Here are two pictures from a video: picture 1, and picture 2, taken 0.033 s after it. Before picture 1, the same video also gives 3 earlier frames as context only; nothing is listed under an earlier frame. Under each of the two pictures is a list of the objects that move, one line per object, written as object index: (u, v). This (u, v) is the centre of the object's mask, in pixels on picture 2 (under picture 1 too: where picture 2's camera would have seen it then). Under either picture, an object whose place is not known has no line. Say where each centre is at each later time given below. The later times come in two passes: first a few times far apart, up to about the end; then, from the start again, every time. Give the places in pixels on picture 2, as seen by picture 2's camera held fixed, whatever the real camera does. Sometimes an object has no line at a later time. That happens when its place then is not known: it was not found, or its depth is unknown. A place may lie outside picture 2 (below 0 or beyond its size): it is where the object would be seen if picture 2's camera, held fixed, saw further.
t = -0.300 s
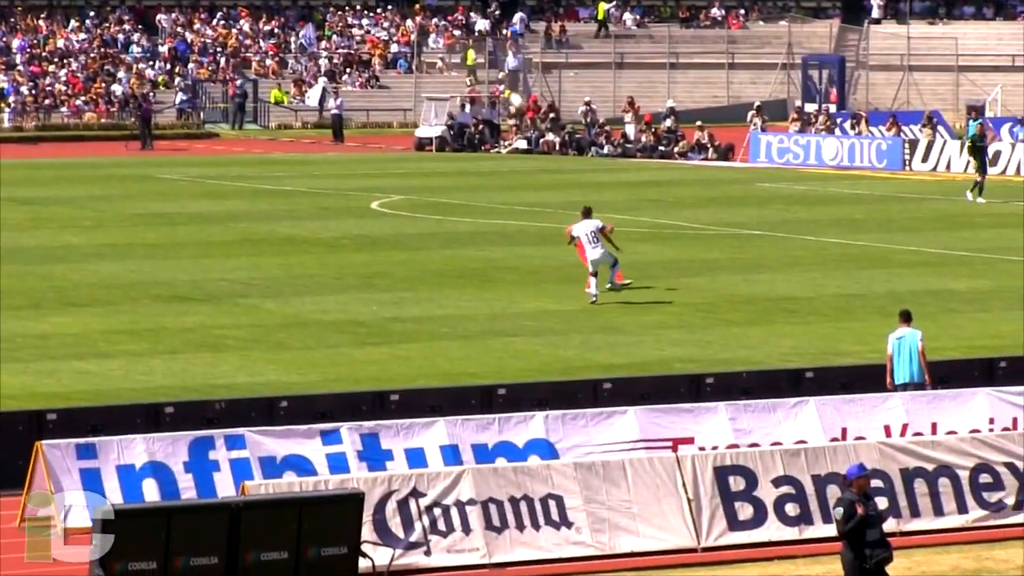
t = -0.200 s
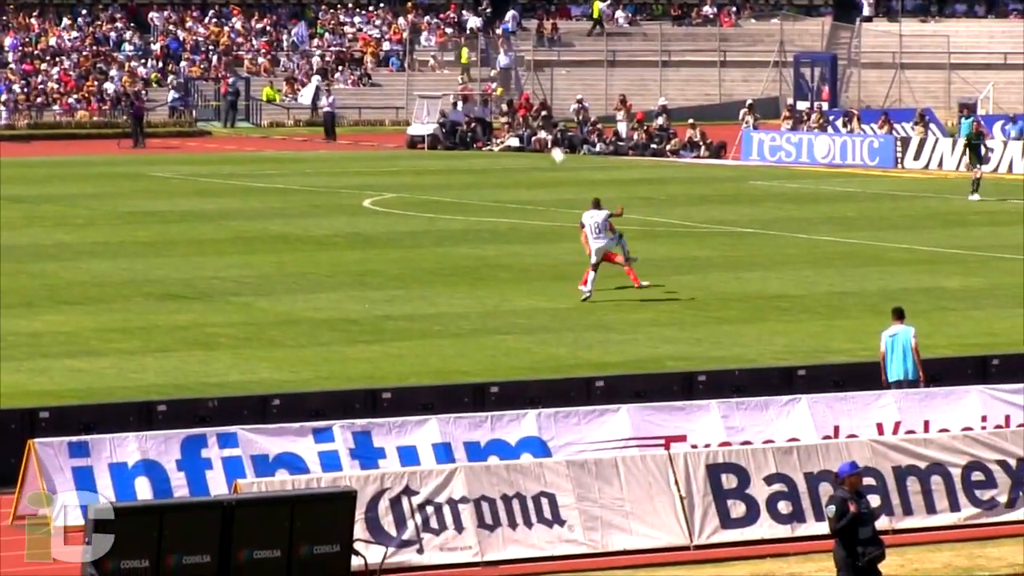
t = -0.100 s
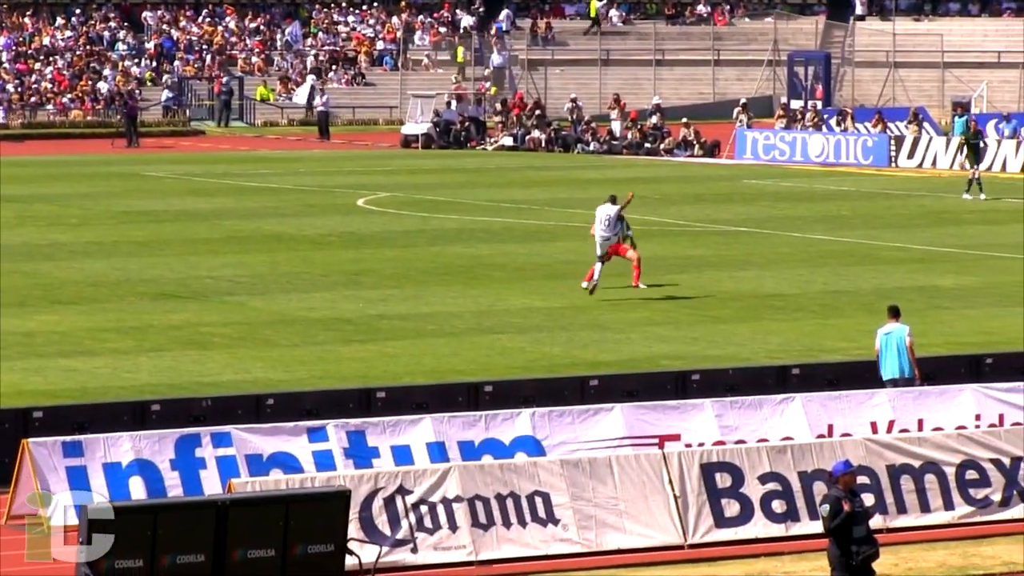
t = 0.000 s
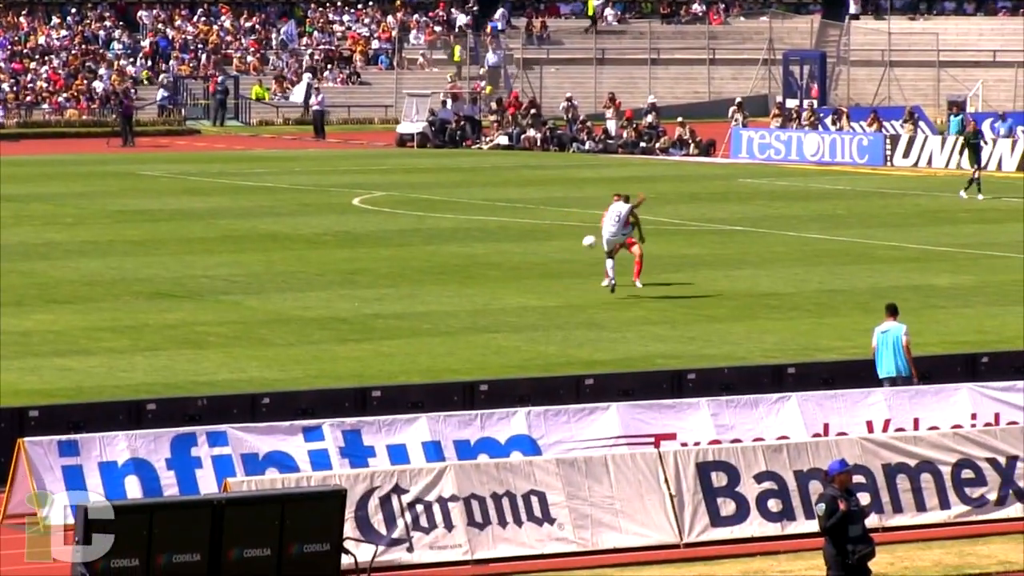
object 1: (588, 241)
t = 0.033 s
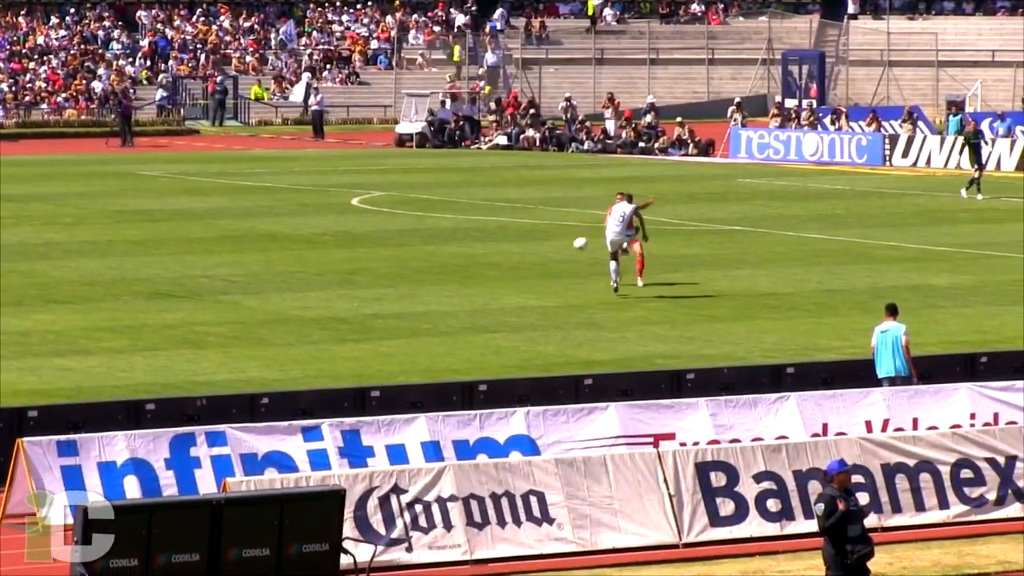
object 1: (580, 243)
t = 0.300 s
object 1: (518, 284)
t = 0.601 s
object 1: (445, 264)
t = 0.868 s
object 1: (382, 273)
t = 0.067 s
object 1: (572, 246)
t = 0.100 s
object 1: (564, 249)
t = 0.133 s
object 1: (556, 253)
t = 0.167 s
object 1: (548, 258)
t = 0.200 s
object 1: (541, 264)
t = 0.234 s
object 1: (533, 270)
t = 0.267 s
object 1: (526, 276)
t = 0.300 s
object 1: (518, 284)
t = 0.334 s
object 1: (510, 282)
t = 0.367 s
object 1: (502, 277)
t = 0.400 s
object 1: (494, 273)
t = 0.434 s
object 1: (485, 270)
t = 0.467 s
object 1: (477, 267)
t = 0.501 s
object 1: (469, 266)
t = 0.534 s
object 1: (461, 265)
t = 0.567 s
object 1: (453, 264)
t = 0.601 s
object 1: (445, 264)
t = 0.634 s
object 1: (437, 265)
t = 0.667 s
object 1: (429, 266)
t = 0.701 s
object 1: (421, 268)
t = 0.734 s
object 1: (412, 271)
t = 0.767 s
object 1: (405, 274)
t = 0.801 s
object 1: (397, 278)
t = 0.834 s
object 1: (390, 275)
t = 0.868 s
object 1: (382, 273)
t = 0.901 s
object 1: (374, 271)
